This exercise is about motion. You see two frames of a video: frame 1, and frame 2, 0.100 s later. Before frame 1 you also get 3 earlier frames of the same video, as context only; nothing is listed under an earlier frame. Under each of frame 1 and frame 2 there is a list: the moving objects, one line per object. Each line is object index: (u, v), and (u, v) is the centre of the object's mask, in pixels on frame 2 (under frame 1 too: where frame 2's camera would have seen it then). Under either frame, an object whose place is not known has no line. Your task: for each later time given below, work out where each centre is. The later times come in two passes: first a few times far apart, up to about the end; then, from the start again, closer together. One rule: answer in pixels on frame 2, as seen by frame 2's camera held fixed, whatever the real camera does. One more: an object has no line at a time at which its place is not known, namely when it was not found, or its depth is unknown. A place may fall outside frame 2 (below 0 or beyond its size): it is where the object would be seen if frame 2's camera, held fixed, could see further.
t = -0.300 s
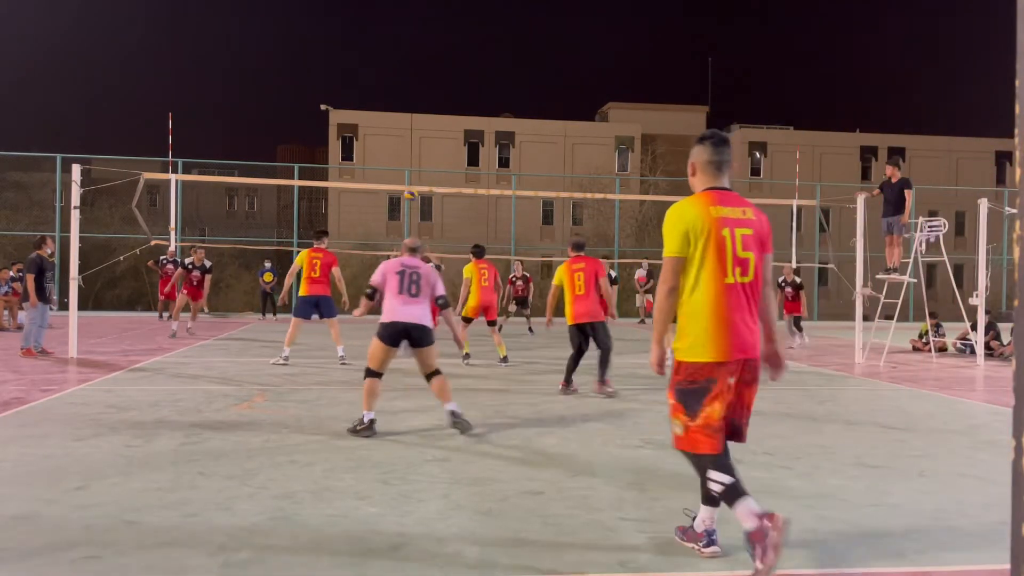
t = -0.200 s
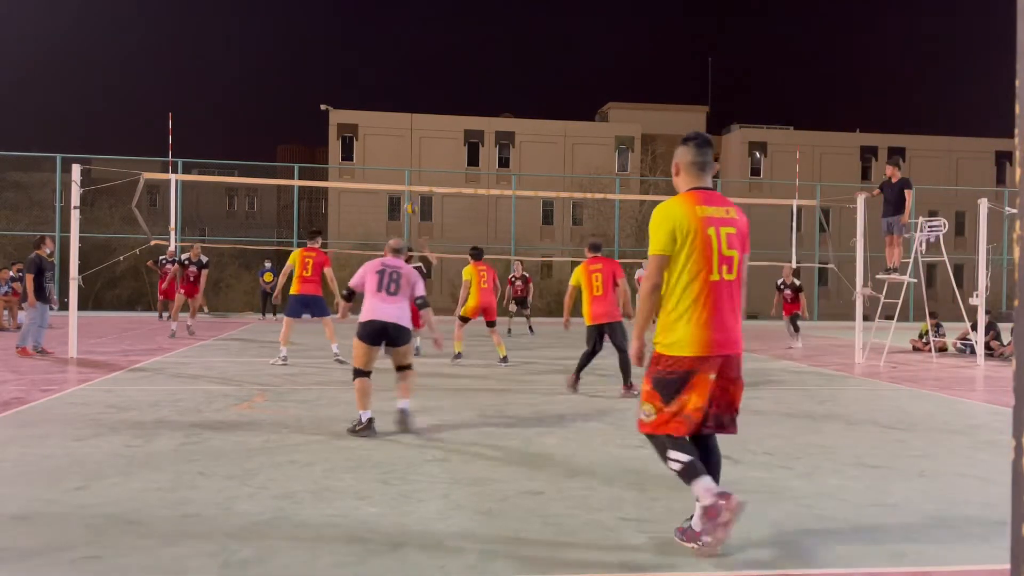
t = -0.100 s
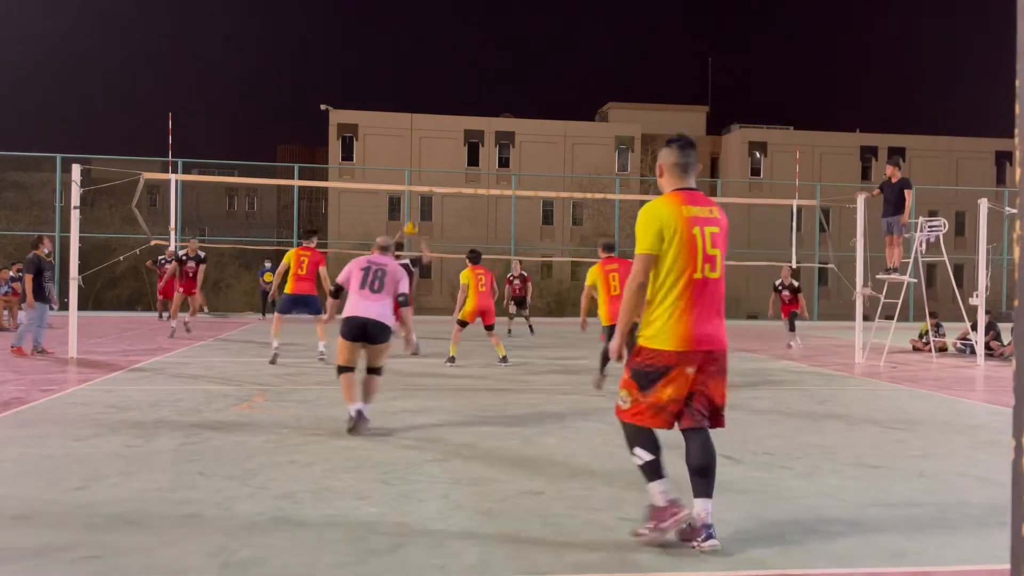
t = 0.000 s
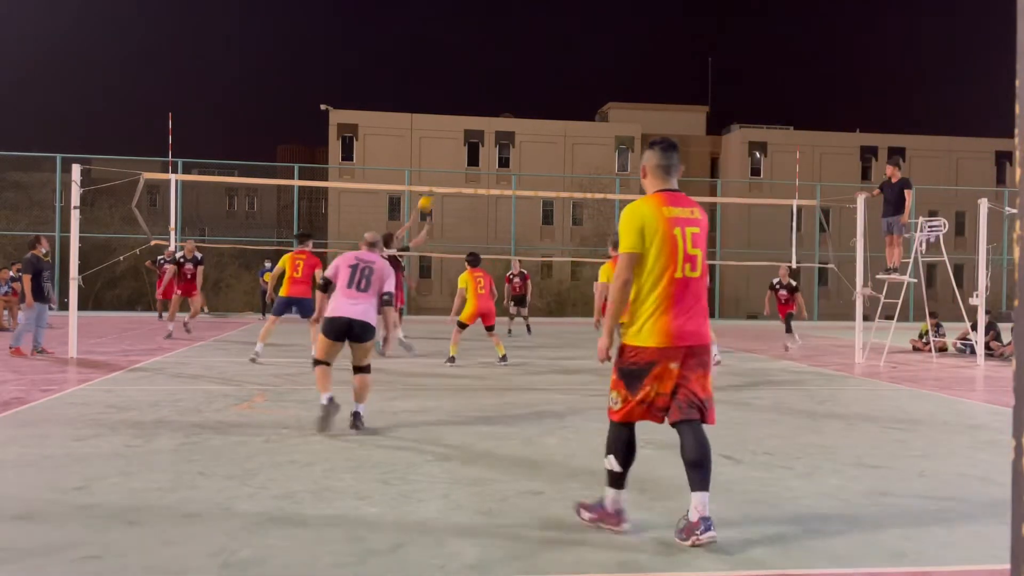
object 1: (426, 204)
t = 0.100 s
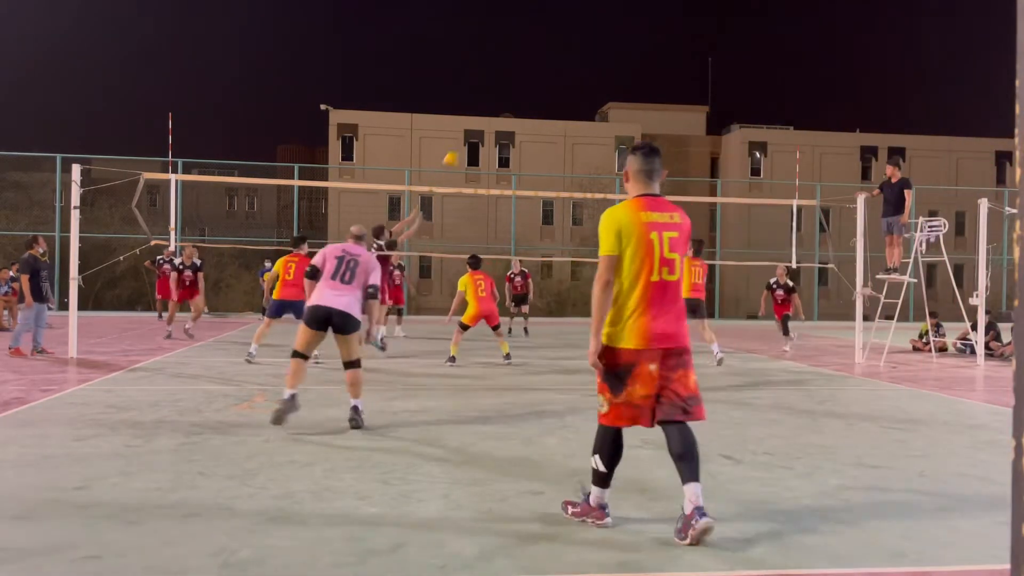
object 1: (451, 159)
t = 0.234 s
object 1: (485, 112)
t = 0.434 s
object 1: (535, 66)
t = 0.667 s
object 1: (592, 48)
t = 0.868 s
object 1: (639, 61)
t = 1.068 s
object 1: (685, 100)
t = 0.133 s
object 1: (460, 146)
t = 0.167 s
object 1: (468, 135)
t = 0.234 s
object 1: (485, 112)
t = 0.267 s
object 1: (493, 103)
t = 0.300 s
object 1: (502, 94)
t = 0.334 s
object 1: (510, 86)
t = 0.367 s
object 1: (519, 79)
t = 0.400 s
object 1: (527, 72)
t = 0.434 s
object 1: (535, 66)
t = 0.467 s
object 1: (543, 62)
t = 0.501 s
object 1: (552, 57)
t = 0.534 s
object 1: (560, 54)
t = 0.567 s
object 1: (568, 51)
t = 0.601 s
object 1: (576, 49)
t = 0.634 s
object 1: (584, 48)
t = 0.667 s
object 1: (592, 48)
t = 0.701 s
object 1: (600, 48)
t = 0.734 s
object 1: (608, 49)
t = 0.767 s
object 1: (616, 51)
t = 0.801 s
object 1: (624, 54)
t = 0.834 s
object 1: (632, 57)
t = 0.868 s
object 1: (639, 61)
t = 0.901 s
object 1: (647, 66)
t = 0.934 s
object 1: (655, 71)
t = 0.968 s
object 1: (662, 78)
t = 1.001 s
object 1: (670, 85)
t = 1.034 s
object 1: (677, 92)
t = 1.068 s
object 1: (685, 100)
